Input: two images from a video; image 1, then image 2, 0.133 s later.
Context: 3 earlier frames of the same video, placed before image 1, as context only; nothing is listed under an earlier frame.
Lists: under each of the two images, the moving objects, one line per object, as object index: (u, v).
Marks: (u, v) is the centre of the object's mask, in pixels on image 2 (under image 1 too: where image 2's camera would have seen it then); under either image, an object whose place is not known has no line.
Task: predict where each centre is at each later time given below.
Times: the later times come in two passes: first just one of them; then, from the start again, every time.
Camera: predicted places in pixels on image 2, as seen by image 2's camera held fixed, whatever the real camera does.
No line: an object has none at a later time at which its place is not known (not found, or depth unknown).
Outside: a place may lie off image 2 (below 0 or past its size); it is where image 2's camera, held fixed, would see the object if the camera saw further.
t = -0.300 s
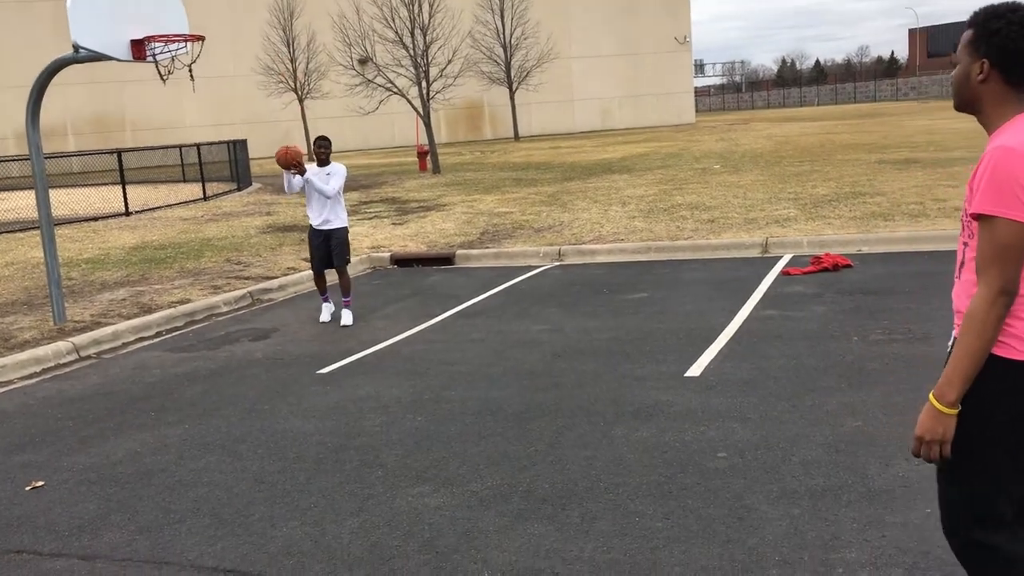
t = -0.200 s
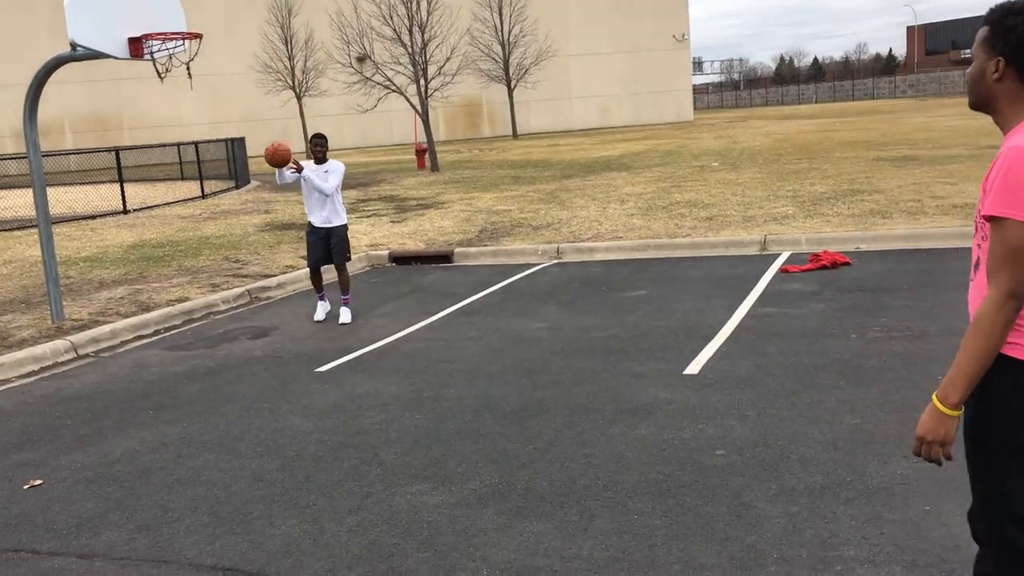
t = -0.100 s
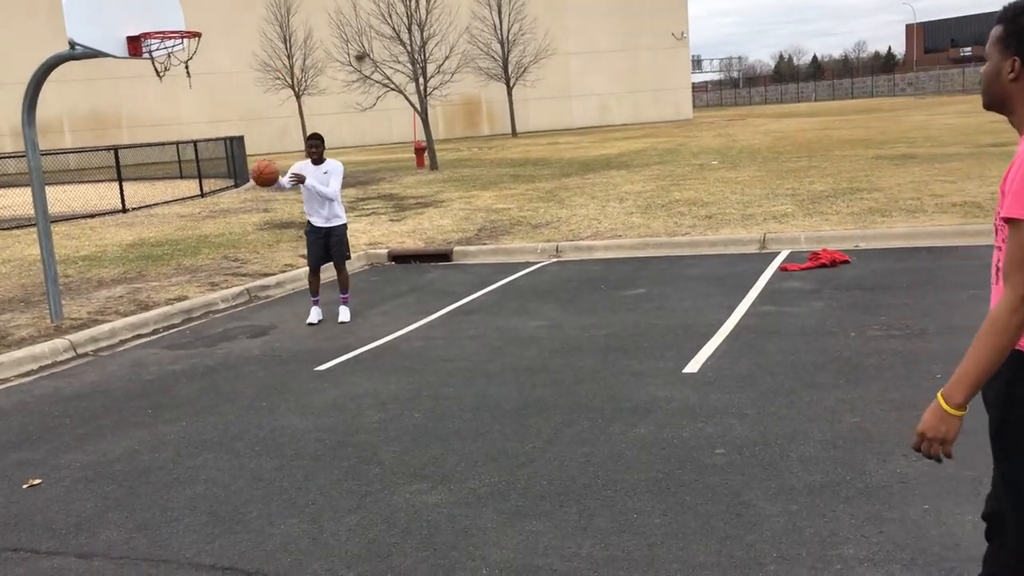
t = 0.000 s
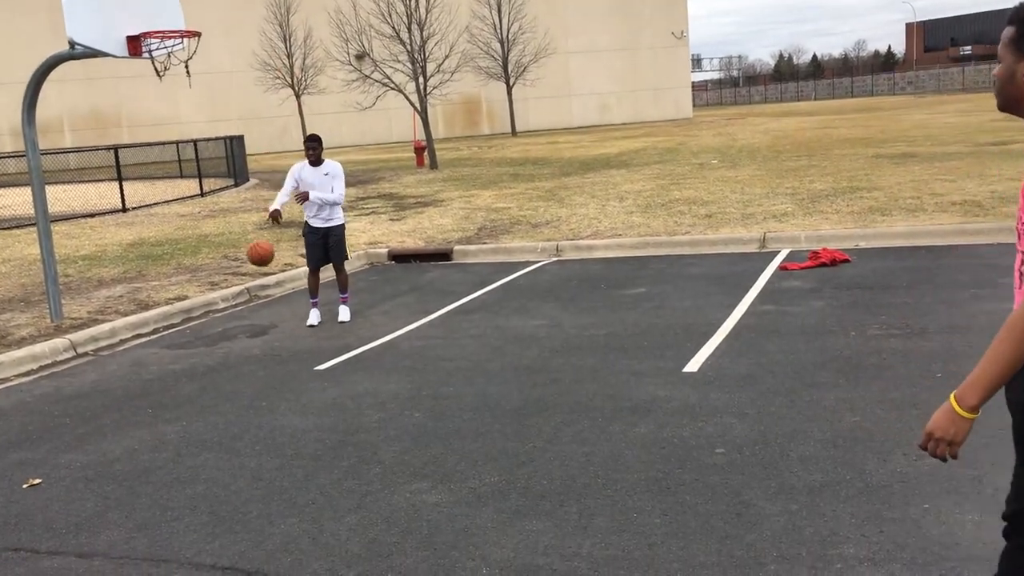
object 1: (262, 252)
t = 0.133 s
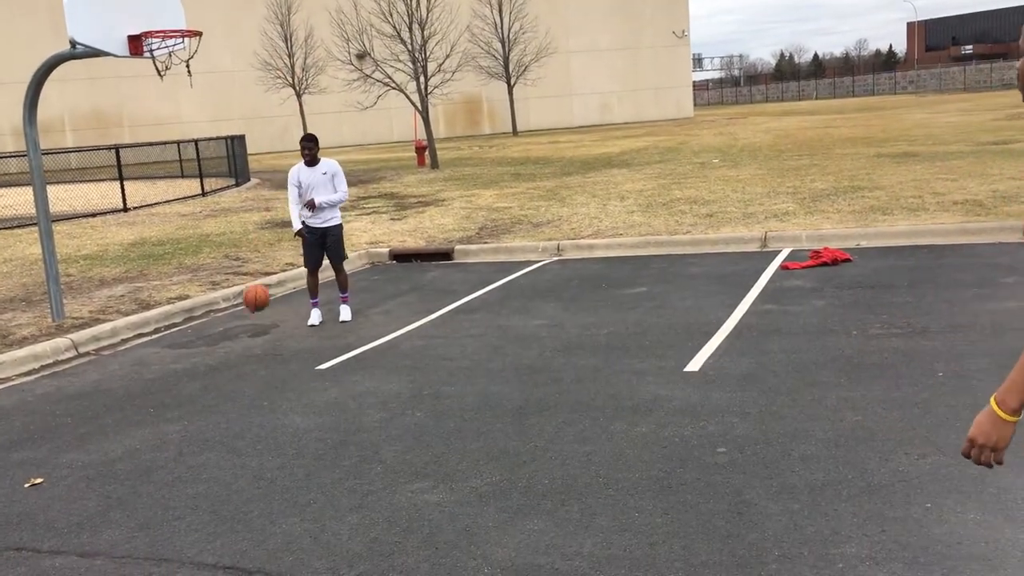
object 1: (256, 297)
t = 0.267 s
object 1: (242, 223)
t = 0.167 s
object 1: (252, 277)
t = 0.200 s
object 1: (249, 258)
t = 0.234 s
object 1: (245, 240)
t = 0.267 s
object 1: (242, 223)
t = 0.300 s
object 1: (239, 207)
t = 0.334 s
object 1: (236, 193)
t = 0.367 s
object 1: (233, 180)
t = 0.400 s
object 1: (230, 168)
